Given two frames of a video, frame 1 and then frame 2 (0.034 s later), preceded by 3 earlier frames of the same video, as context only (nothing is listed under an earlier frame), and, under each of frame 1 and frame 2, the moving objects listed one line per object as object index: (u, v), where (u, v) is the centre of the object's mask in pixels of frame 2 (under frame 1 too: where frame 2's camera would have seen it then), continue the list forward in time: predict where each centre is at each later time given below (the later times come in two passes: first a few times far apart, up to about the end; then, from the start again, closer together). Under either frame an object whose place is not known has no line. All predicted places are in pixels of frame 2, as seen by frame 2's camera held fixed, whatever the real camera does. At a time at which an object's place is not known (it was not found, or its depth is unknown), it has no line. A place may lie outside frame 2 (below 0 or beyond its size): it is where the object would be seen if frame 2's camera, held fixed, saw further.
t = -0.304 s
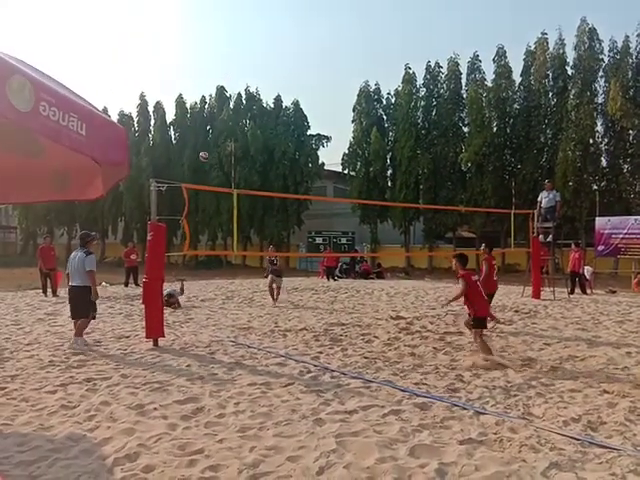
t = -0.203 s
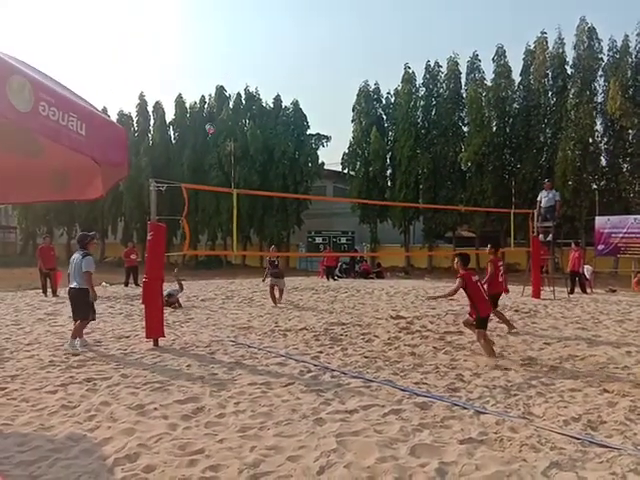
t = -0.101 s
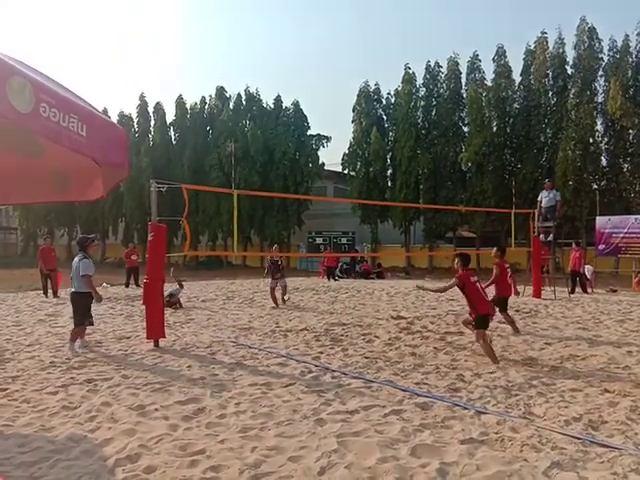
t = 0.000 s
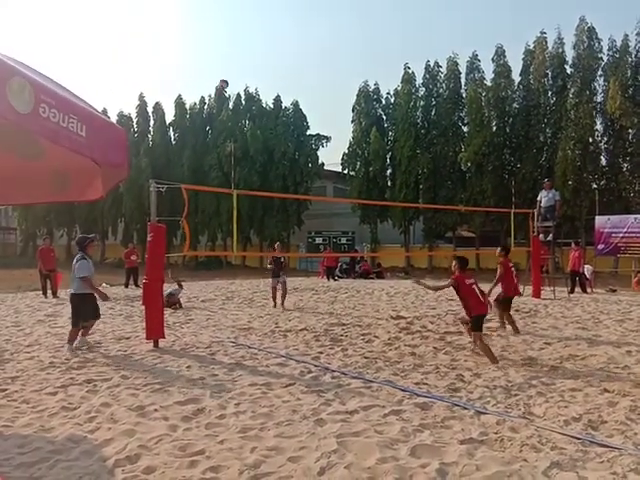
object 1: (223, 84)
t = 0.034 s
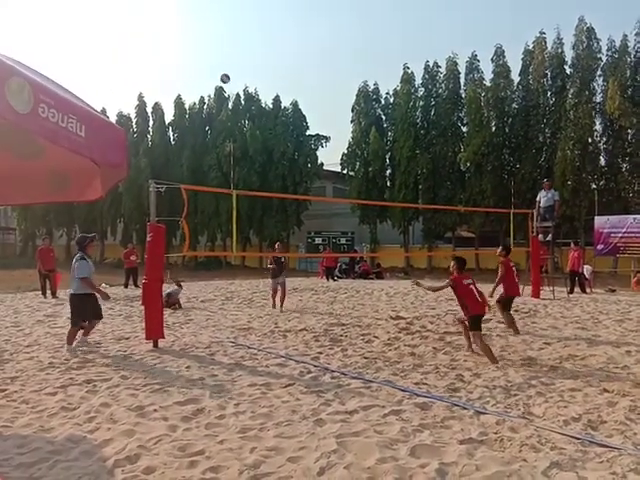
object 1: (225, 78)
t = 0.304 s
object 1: (242, 49)
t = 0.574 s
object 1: (261, 53)
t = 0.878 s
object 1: (282, 98)
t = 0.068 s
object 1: (226, 73)
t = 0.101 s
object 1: (229, 68)
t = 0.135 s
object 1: (231, 63)
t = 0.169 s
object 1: (233, 60)
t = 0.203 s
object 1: (235, 56)
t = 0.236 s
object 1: (238, 54)
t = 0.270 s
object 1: (240, 51)
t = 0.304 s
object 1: (242, 49)
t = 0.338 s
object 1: (244, 48)
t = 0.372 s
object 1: (246, 47)
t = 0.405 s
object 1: (248, 47)
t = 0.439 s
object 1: (251, 47)
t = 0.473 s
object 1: (253, 48)
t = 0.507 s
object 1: (255, 49)
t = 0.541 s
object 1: (258, 51)
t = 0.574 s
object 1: (261, 53)
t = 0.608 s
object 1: (263, 56)
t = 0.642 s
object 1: (265, 59)
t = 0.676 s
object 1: (268, 63)
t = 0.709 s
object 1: (270, 67)
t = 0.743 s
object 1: (272, 72)
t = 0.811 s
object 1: (277, 84)
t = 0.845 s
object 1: (280, 91)
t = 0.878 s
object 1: (282, 98)
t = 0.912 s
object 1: (285, 105)
